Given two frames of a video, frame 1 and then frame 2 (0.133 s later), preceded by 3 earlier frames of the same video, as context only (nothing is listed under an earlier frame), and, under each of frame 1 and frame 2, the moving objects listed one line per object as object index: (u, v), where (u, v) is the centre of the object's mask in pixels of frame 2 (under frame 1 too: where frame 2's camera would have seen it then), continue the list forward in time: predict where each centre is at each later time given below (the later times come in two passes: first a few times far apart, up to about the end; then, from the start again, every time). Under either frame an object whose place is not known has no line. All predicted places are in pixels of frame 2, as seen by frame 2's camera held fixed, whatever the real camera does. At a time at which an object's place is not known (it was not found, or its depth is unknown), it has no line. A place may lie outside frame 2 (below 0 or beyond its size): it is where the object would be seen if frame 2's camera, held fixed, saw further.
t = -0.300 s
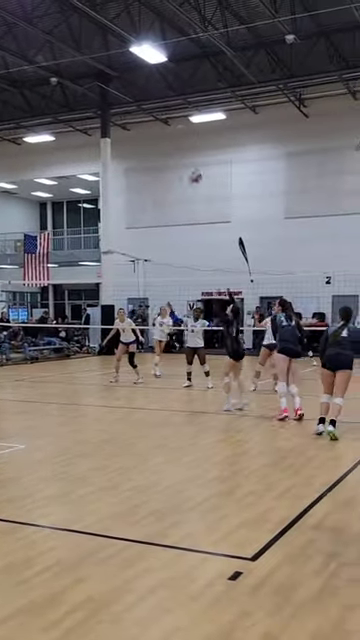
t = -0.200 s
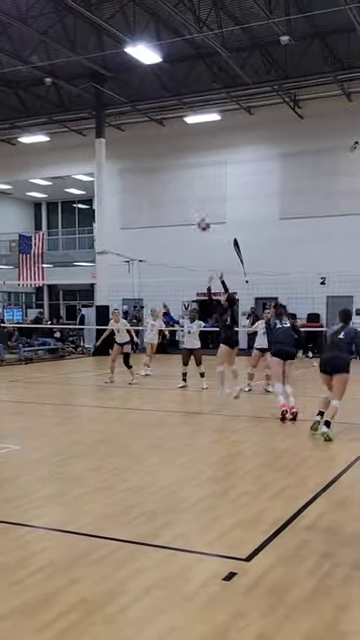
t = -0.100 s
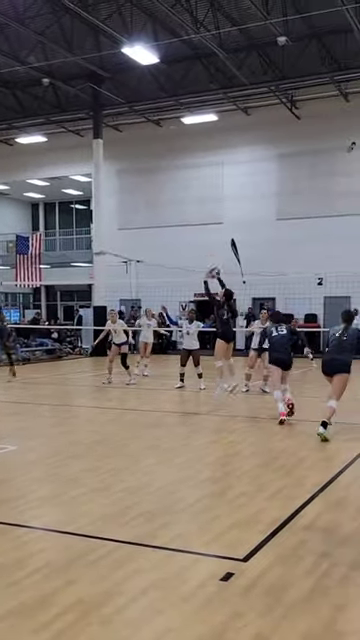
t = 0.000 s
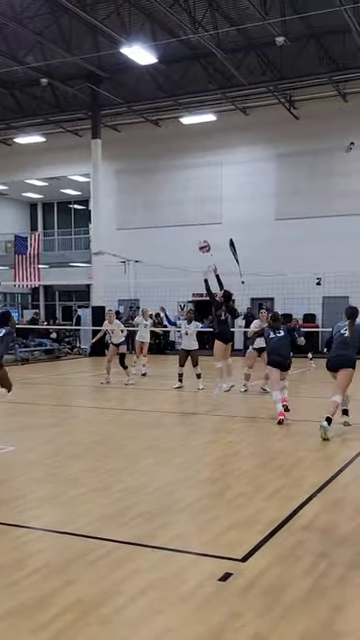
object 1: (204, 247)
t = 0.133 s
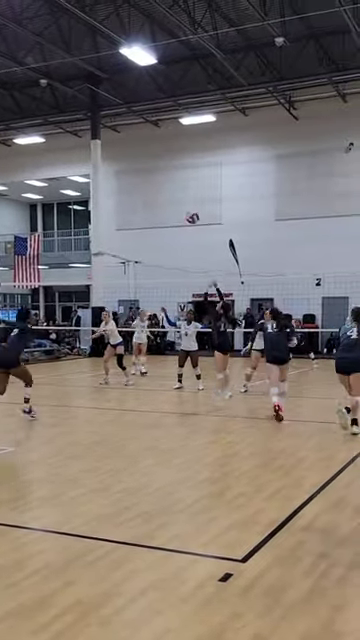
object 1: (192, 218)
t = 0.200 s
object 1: (186, 207)
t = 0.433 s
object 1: (166, 191)
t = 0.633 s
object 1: (149, 208)
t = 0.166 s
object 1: (189, 211)
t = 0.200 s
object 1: (186, 207)
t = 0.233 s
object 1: (183, 202)
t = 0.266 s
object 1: (181, 198)
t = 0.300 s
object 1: (178, 197)
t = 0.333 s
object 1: (175, 194)
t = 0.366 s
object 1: (172, 193)
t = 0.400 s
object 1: (169, 192)
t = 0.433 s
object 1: (166, 191)
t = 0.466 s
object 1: (164, 193)
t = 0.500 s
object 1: (161, 194)
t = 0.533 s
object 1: (158, 197)
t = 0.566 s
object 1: (155, 200)
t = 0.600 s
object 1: (152, 204)
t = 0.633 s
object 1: (149, 208)
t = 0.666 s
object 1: (147, 213)
